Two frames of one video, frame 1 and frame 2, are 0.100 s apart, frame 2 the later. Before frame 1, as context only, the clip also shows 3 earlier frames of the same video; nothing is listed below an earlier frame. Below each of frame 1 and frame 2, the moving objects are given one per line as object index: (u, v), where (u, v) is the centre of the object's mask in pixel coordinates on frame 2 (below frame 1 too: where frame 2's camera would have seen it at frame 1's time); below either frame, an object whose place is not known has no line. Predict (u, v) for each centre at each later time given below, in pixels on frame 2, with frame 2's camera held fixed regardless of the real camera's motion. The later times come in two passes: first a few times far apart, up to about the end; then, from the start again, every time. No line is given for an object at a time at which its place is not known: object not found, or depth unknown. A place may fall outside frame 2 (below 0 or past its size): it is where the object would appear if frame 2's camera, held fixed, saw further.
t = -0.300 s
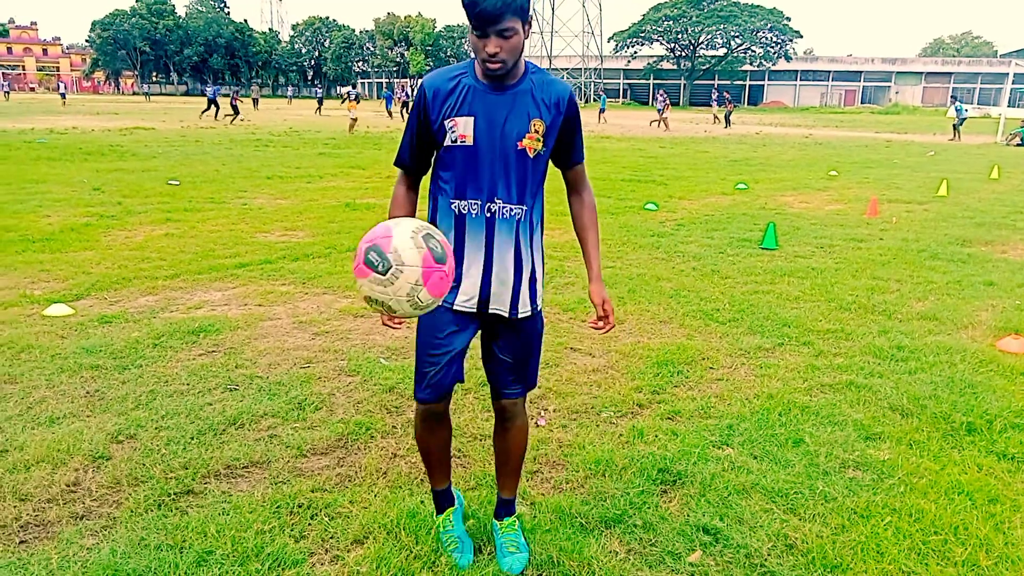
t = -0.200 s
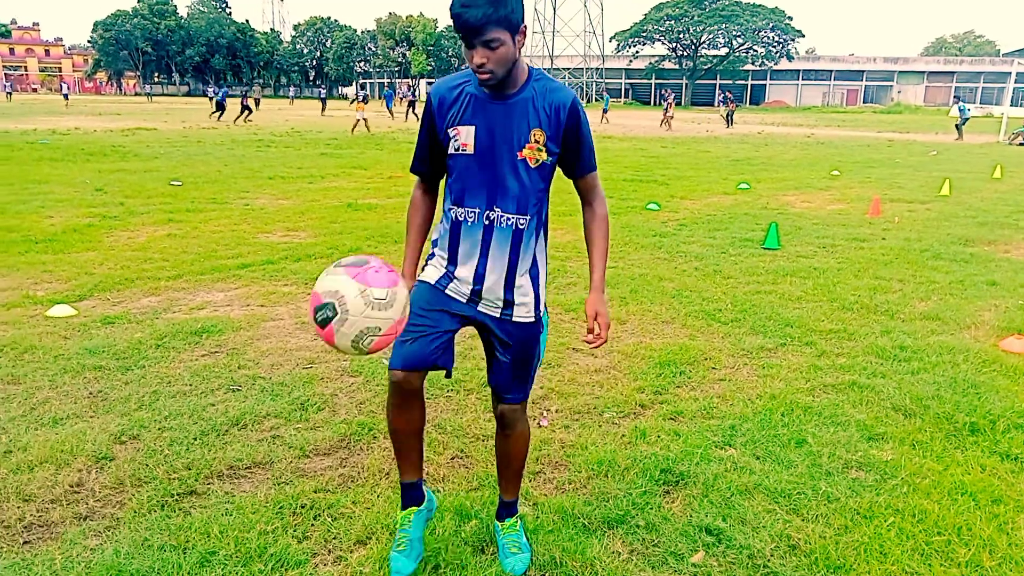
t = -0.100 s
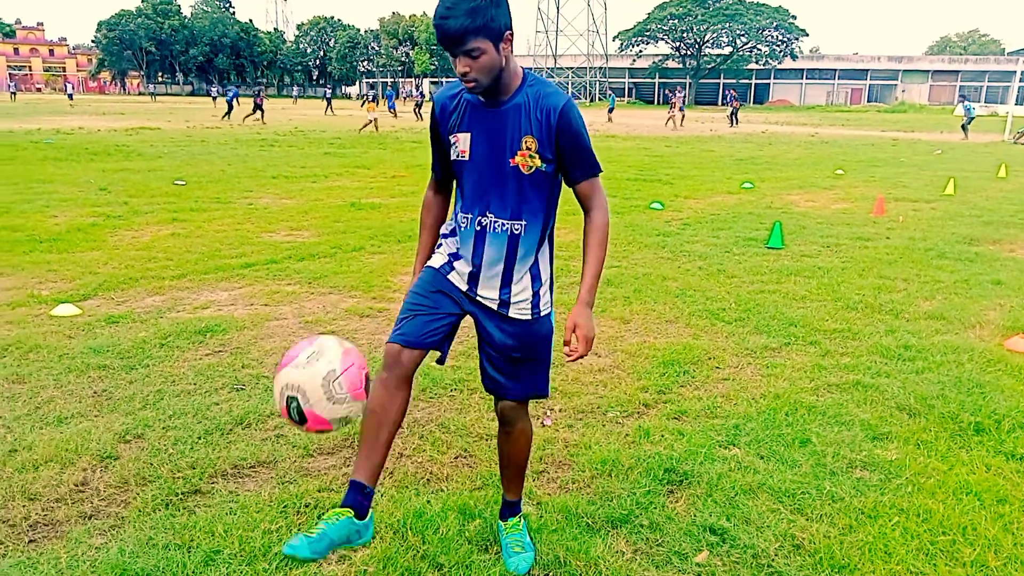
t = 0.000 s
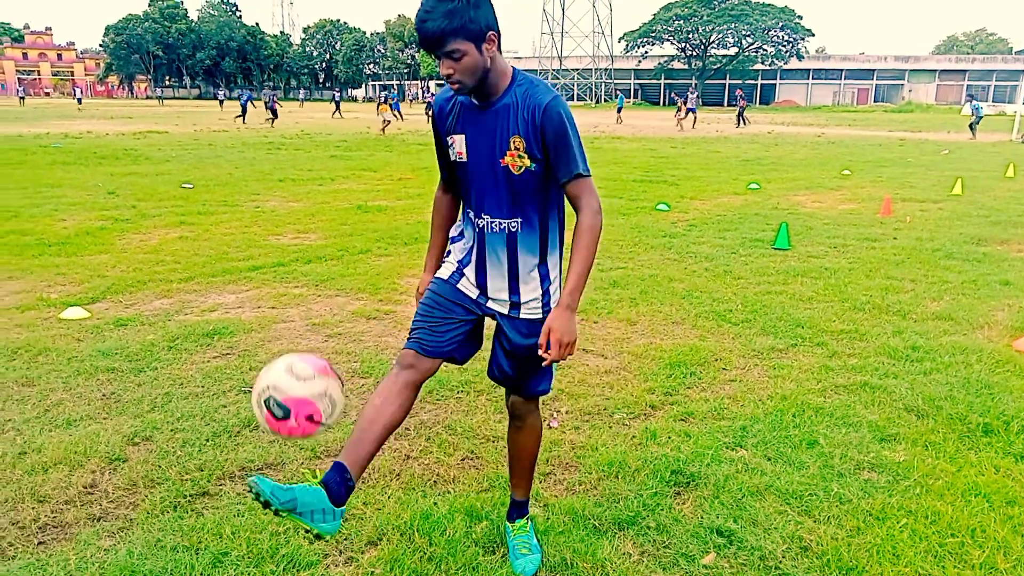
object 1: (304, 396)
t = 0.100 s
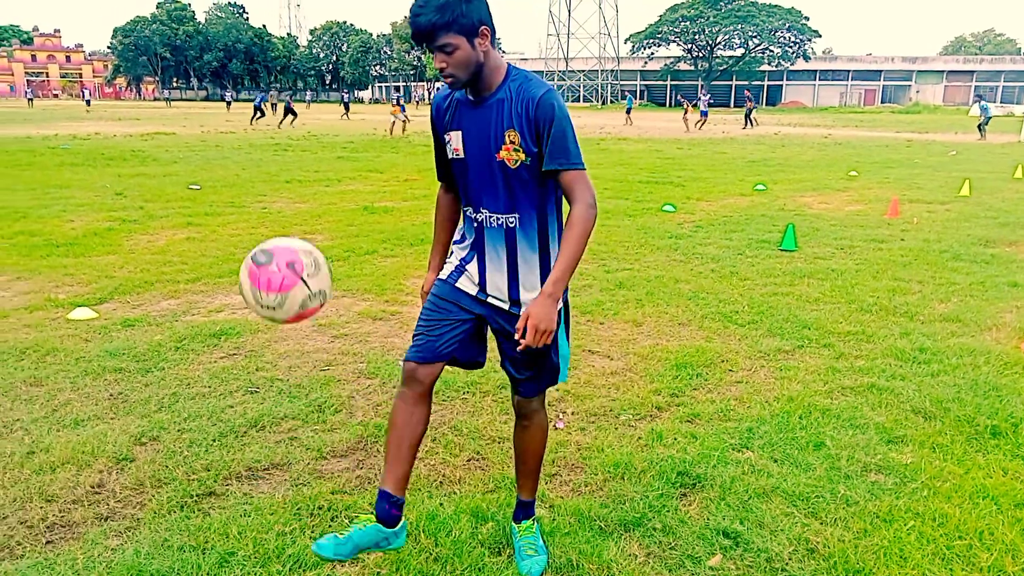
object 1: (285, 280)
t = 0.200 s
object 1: (270, 202)
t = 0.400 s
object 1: (248, 166)
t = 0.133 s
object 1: (280, 250)
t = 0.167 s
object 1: (275, 223)
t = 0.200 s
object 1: (270, 202)
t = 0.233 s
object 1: (265, 185)
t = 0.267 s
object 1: (261, 172)
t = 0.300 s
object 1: (258, 164)
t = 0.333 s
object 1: (254, 161)
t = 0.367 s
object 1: (251, 161)
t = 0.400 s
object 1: (248, 166)
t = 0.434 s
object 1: (246, 175)
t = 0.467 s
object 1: (244, 189)
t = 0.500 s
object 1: (243, 205)
